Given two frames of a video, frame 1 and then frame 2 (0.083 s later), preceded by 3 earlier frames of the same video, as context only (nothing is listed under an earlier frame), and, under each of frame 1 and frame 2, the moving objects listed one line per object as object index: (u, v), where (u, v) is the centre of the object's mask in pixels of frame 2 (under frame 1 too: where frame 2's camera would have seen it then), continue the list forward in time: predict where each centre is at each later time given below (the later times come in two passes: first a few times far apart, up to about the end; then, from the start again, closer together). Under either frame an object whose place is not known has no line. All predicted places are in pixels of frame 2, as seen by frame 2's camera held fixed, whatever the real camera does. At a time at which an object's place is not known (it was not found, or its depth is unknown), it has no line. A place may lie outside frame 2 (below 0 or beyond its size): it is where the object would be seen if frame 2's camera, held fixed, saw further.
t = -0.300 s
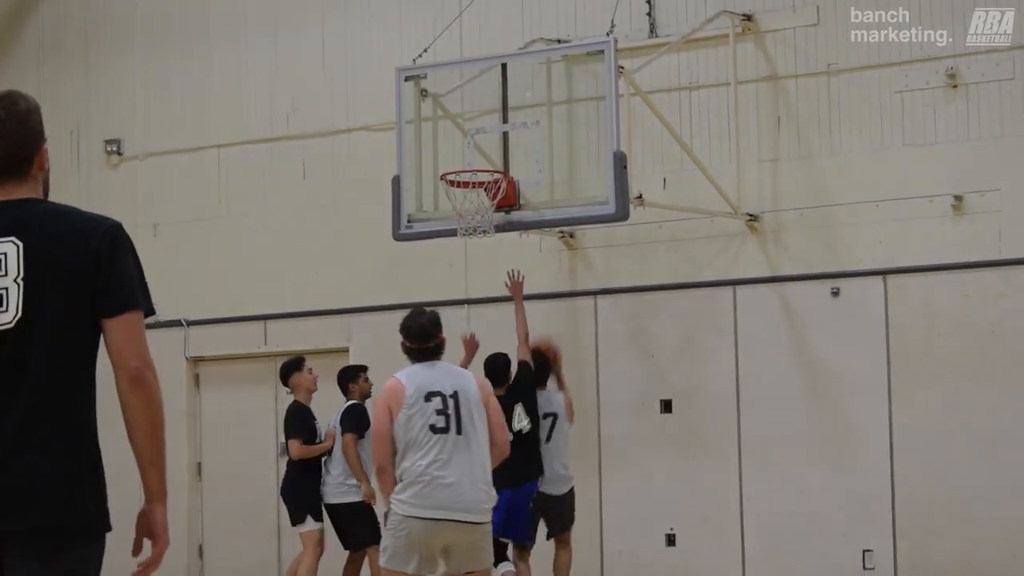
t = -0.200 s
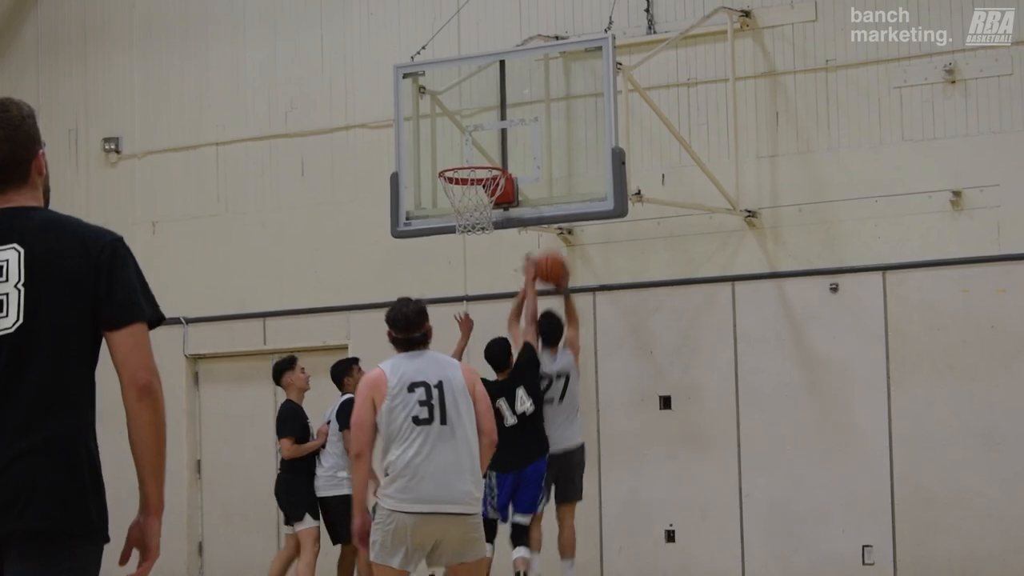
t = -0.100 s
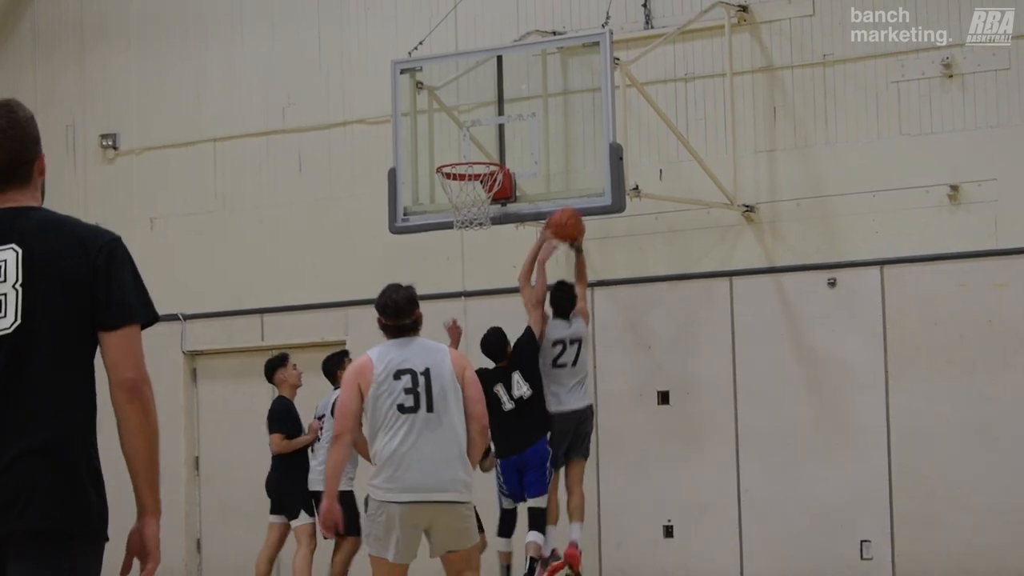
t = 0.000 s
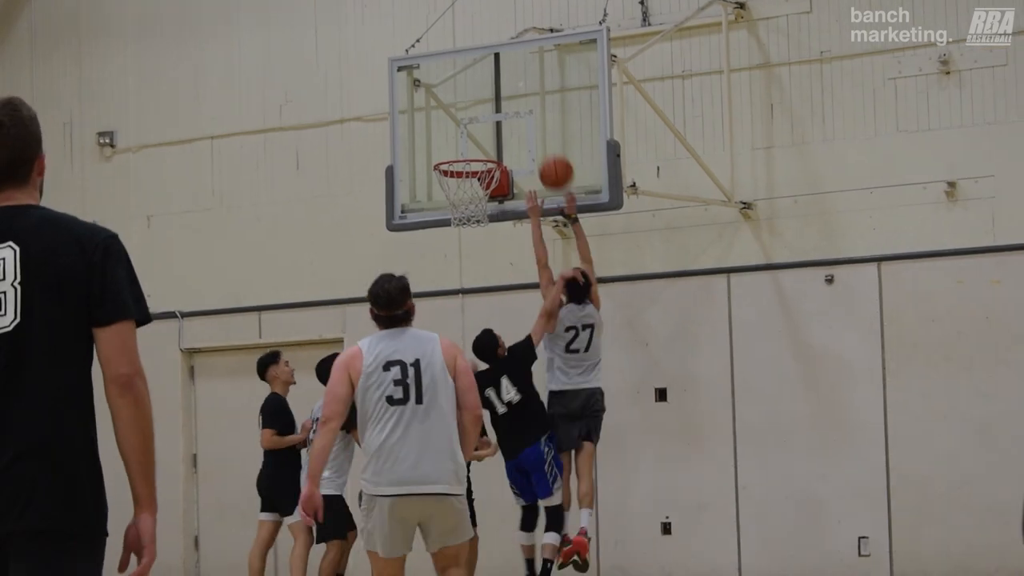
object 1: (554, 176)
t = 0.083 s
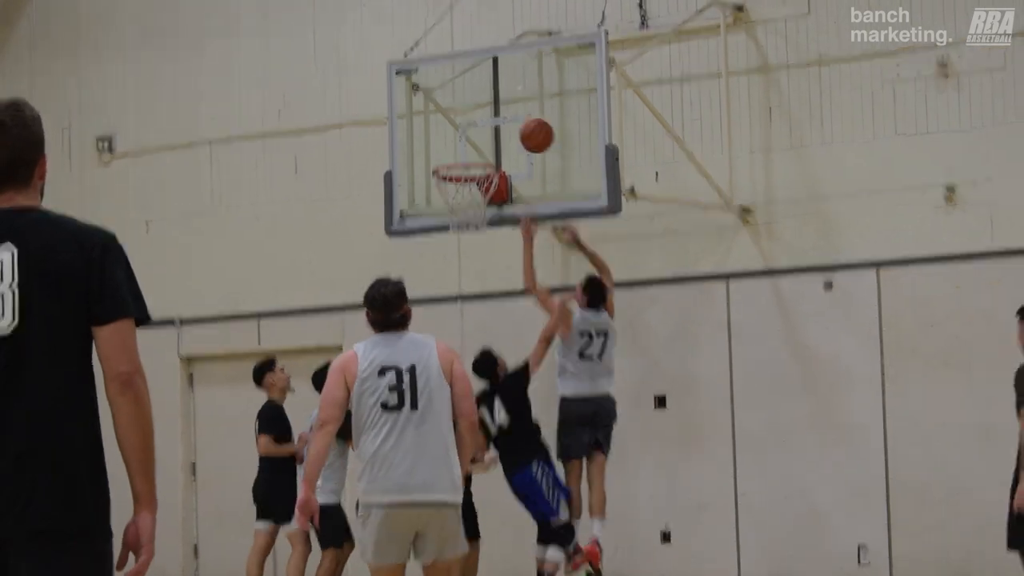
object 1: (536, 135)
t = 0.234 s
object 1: (507, 94)
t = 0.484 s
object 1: (464, 111)
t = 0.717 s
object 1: (473, 154)
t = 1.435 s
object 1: (463, 165)
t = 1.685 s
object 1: (478, 223)
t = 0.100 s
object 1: (532, 128)
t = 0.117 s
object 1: (529, 121)
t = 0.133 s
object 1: (526, 115)
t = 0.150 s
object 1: (522, 109)
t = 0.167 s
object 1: (519, 104)
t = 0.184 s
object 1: (516, 101)
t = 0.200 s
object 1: (513, 98)
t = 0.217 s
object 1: (510, 96)
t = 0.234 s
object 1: (507, 94)
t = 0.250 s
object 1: (504, 92)
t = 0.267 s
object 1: (501, 91)
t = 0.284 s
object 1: (498, 90)
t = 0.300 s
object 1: (495, 90)
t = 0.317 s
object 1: (492, 90)
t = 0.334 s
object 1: (489, 90)
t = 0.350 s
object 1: (486, 91)
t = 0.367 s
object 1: (483, 92)
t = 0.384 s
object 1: (480, 93)
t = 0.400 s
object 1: (478, 95)
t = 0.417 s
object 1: (475, 97)
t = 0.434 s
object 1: (472, 100)
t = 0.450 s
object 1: (469, 103)
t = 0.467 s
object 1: (467, 107)
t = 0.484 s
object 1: (464, 111)
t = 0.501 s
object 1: (461, 115)
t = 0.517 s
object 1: (459, 119)
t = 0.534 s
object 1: (456, 124)
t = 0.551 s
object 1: (453, 130)
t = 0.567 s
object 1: (450, 135)
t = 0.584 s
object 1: (448, 141)
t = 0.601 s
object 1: (445, 147)
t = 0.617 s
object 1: (443, 154)
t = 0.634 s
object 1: (445, 155)
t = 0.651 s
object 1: (451, 153)
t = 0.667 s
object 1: (456, 152)
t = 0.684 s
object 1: (462, 152)
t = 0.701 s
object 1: (467, 153)
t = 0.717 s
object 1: (473, 154)
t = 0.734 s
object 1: (478, 155)
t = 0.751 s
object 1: (483, 156)
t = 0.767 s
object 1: (485, 156)
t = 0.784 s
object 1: (483, 154)
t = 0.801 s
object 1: (480, 153)
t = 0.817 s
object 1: (478, 151)
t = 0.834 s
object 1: (476, 149)
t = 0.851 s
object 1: (473, 147)
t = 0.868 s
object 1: (471, 146)
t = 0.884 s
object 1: (468, 144)
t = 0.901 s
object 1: (466, 144)
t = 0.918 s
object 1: (463, 144)
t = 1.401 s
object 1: (458, 157)
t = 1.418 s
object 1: (459, 157)
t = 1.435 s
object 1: (463, 165)
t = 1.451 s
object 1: (463, 170)
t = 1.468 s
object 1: (464, 173)
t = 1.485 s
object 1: (466, 176)
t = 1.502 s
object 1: (466, 181)
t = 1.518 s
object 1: (467, 184)
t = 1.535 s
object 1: (469, 188)
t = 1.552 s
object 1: (473, 192)
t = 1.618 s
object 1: (477, 210)
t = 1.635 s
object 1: (478, 213)
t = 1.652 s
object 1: (478, 216)
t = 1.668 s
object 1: (478, 218)
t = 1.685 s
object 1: (478, 223)
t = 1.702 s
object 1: (478, 224)
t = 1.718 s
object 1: (477, 229)
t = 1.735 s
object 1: (476, 235)
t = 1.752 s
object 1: (476, 238)
